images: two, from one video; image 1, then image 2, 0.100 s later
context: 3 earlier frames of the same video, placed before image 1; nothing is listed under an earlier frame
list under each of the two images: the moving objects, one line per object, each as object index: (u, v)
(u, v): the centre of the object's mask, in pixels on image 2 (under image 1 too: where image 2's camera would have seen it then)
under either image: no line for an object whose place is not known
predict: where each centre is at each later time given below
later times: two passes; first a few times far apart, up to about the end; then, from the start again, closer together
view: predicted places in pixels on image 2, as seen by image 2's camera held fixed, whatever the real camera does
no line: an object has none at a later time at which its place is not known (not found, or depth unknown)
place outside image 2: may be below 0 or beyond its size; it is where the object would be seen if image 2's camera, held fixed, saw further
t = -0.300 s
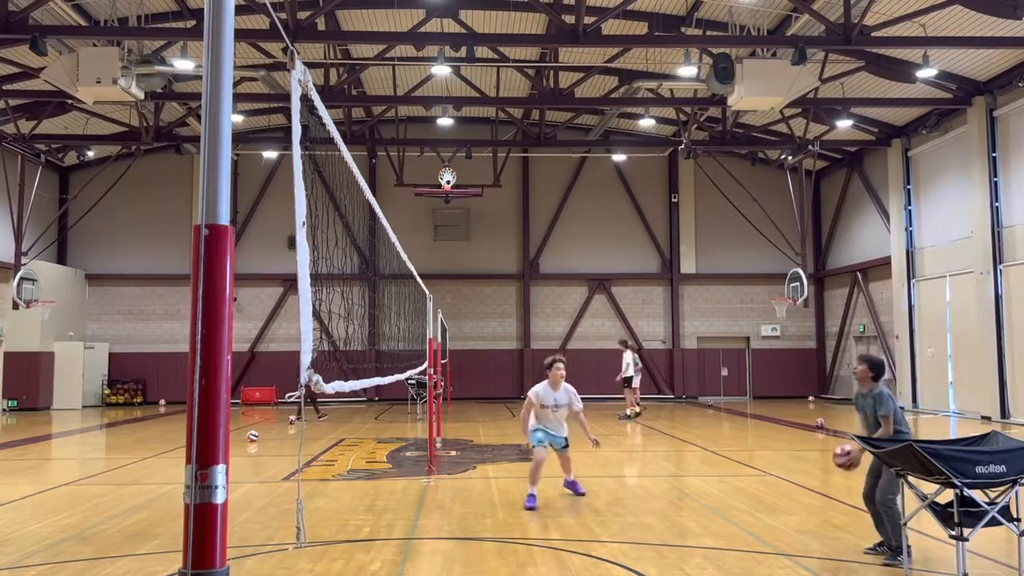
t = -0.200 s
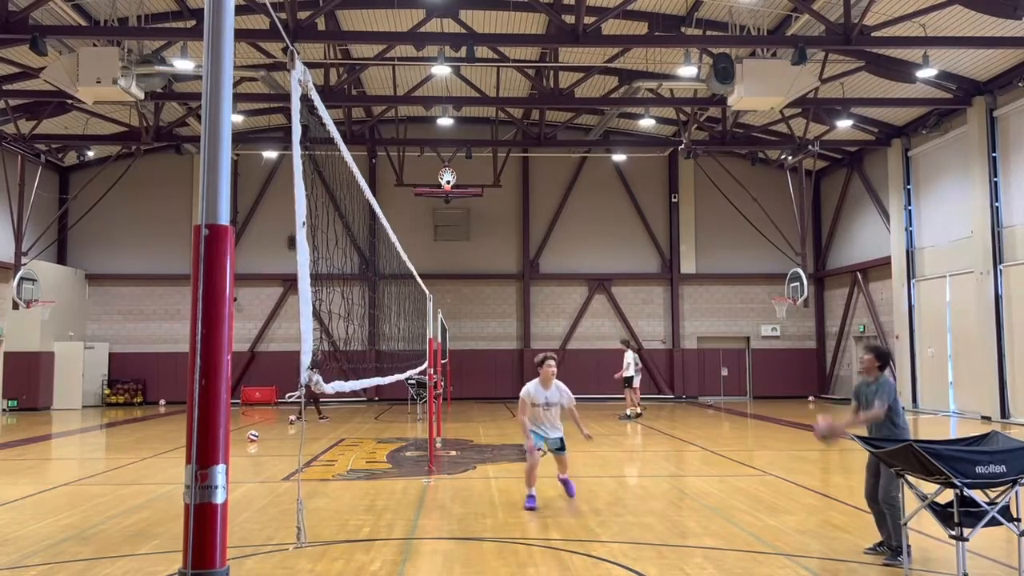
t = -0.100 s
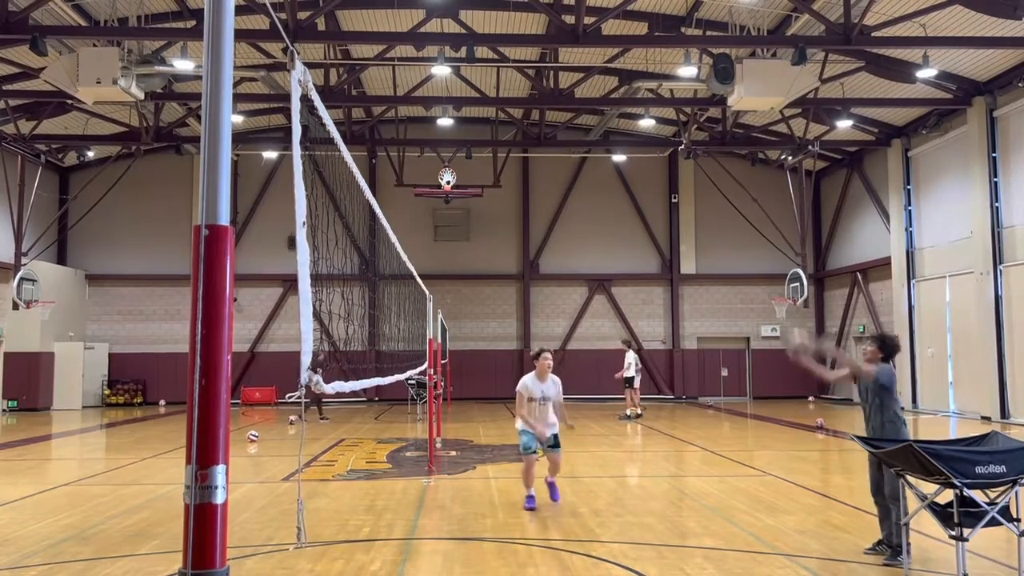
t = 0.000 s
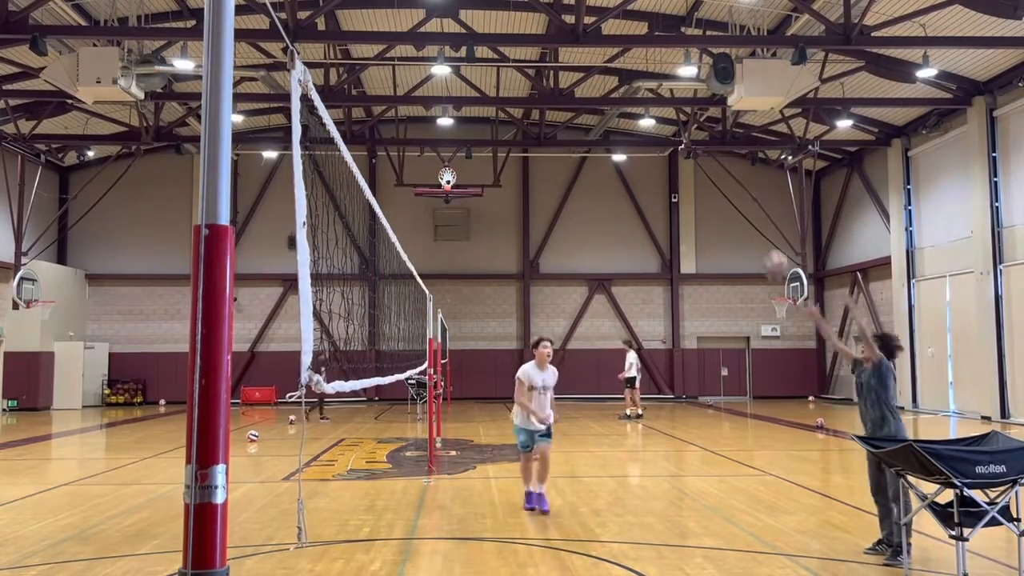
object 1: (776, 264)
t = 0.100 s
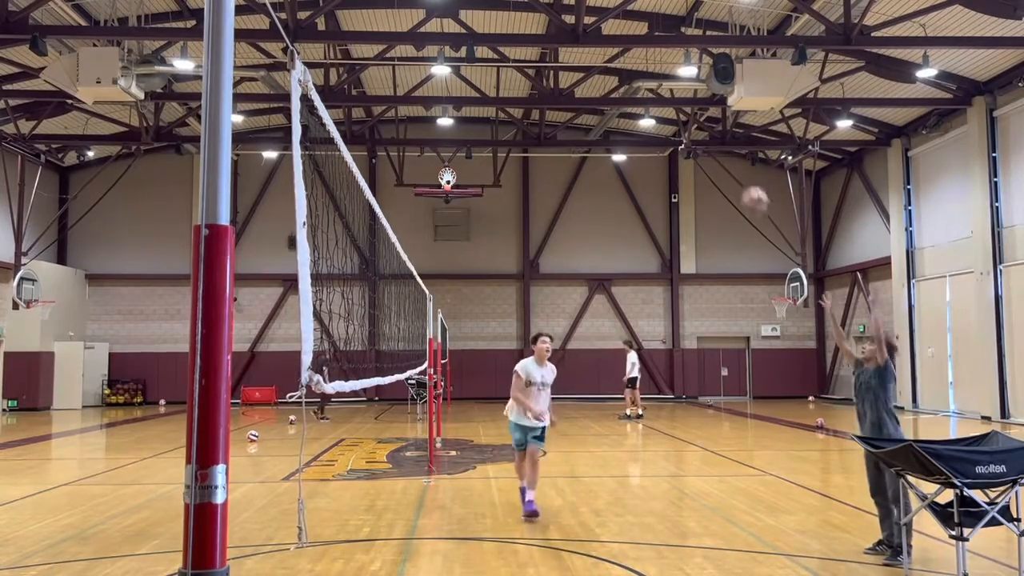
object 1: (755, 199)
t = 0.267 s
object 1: (721, 124)
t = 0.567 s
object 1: (663, 69)
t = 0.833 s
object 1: (612, 112)
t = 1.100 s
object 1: (563, 244)
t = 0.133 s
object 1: (748, 182)
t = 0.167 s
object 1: (741, 166)
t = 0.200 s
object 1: (734, 151)
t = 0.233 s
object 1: (728, 137)
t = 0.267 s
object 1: (721, 124)
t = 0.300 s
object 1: (715, 113)
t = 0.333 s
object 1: (708, 102)
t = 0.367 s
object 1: (702, 94)
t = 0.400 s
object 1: (696, 87)
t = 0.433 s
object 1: (688, 79)
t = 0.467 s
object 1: (681, 74)
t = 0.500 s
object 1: (674, 69)
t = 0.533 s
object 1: (668, 69)
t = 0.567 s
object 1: (663, 69)
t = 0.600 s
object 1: (656, 69)
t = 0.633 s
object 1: (650, 72)
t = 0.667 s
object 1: (643, 75)
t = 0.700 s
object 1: (636, 80)
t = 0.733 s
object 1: (630, 86)
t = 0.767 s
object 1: (624, 93)
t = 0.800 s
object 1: (618, 102)
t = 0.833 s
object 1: (612, 112)
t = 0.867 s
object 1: (605, 125)
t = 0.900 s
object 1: (599, 138)
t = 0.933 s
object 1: (593, 152)
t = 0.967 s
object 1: (587, 168)
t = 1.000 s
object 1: (581, 184)
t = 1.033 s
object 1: (575, 203)
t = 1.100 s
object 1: (563, 244)
